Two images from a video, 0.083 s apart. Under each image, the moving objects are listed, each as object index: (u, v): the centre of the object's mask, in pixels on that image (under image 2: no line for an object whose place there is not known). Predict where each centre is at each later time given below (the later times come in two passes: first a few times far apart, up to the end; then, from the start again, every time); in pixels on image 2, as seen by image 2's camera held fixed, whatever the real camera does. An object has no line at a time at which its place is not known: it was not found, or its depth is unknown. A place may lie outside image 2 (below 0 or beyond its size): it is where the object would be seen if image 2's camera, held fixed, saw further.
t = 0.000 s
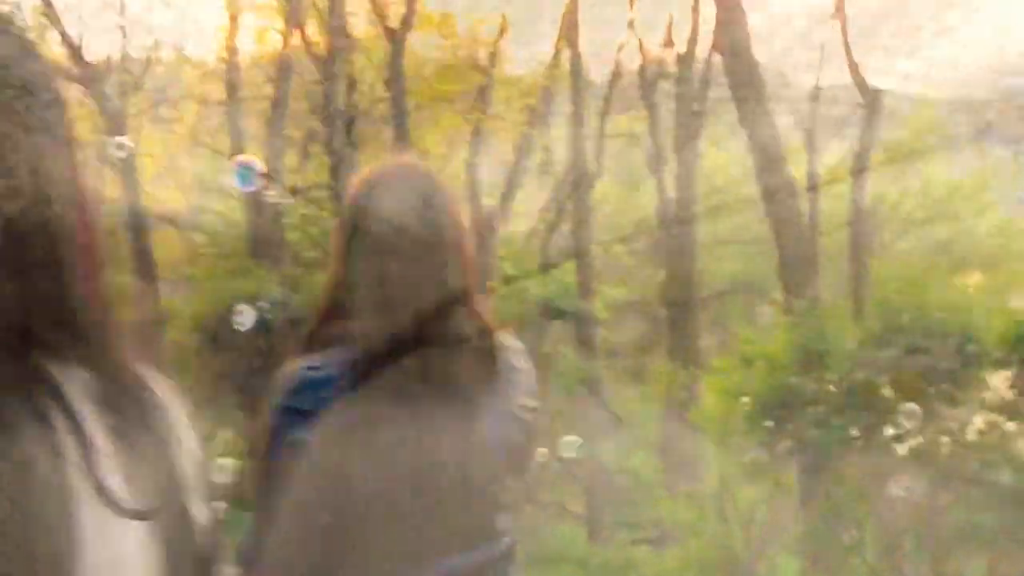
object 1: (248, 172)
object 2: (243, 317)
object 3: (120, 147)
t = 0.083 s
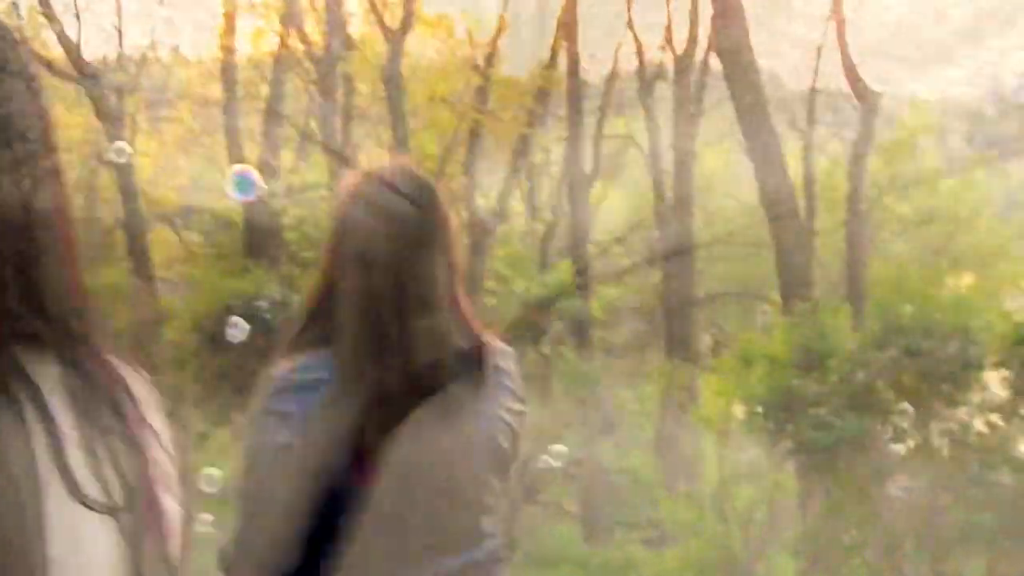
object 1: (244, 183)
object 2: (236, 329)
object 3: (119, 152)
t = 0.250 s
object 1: (252, 204)
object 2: (239, 354)
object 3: (135, 166)
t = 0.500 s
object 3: (167, 186)
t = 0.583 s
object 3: (176, 193)
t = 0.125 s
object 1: (245, 187)
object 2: (237, 335)
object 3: (123, 155)
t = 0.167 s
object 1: (246, 192)
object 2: (237, 341)
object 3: (126, 158)
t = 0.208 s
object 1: (251, 204)
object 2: (239, 355)
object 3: (132, 165)
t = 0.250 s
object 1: (252, 204)
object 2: (239, 354)
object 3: (135, 166)
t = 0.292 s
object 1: (254, 210)
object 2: (241, 363)
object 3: (139, 169)
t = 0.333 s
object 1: (258, 216)
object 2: (243, 370)
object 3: (143, 171)
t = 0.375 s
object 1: (265, 227)
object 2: (248, 382)
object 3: (153, 180)
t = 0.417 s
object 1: (265, 227)
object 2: (248, 382)
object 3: (153, 180)
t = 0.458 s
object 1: (269, 232)
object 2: (250, 389)
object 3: (155, 182)
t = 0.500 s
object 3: (167, 186)
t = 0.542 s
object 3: (173, 191)
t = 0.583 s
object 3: (176, 193)
